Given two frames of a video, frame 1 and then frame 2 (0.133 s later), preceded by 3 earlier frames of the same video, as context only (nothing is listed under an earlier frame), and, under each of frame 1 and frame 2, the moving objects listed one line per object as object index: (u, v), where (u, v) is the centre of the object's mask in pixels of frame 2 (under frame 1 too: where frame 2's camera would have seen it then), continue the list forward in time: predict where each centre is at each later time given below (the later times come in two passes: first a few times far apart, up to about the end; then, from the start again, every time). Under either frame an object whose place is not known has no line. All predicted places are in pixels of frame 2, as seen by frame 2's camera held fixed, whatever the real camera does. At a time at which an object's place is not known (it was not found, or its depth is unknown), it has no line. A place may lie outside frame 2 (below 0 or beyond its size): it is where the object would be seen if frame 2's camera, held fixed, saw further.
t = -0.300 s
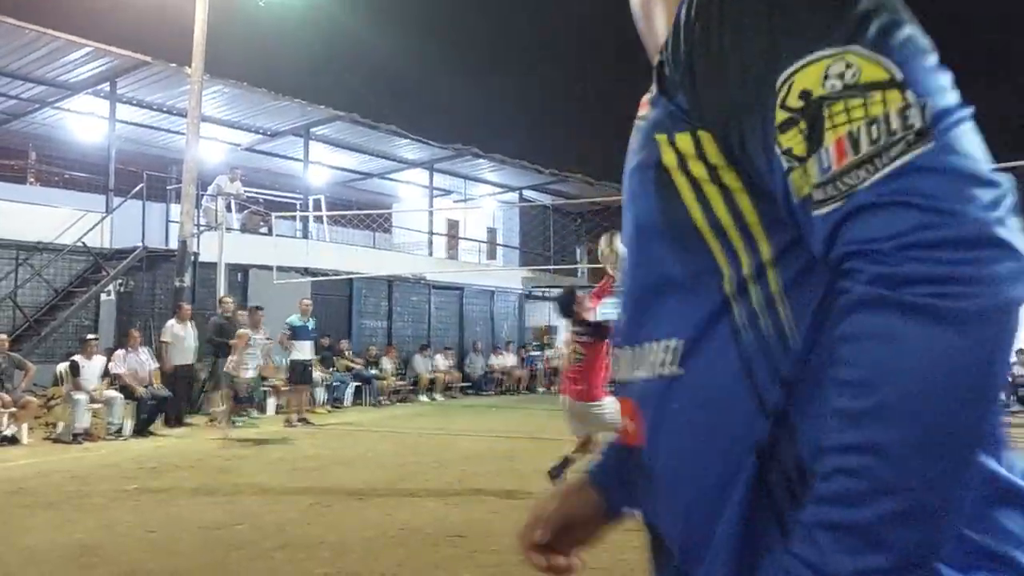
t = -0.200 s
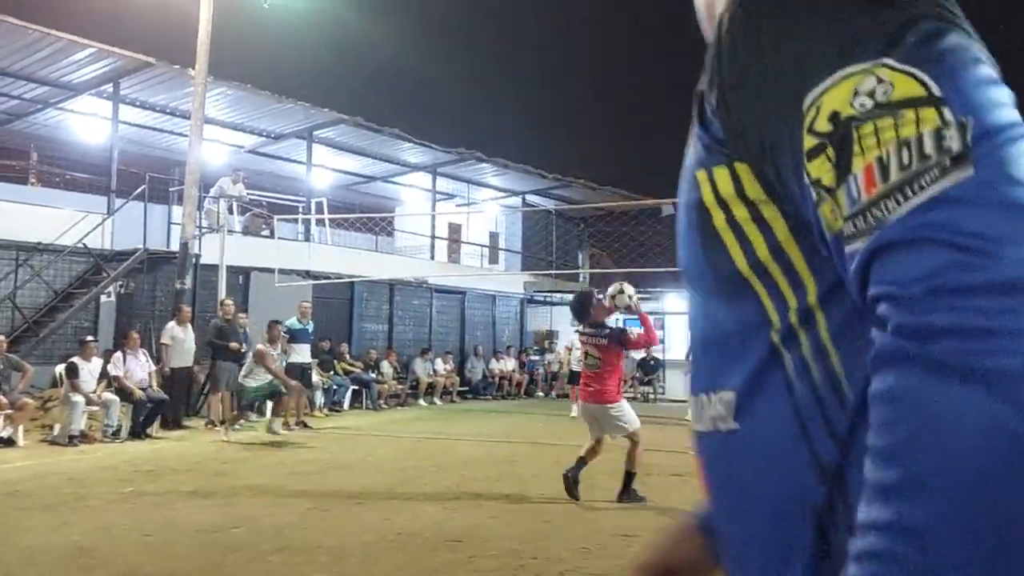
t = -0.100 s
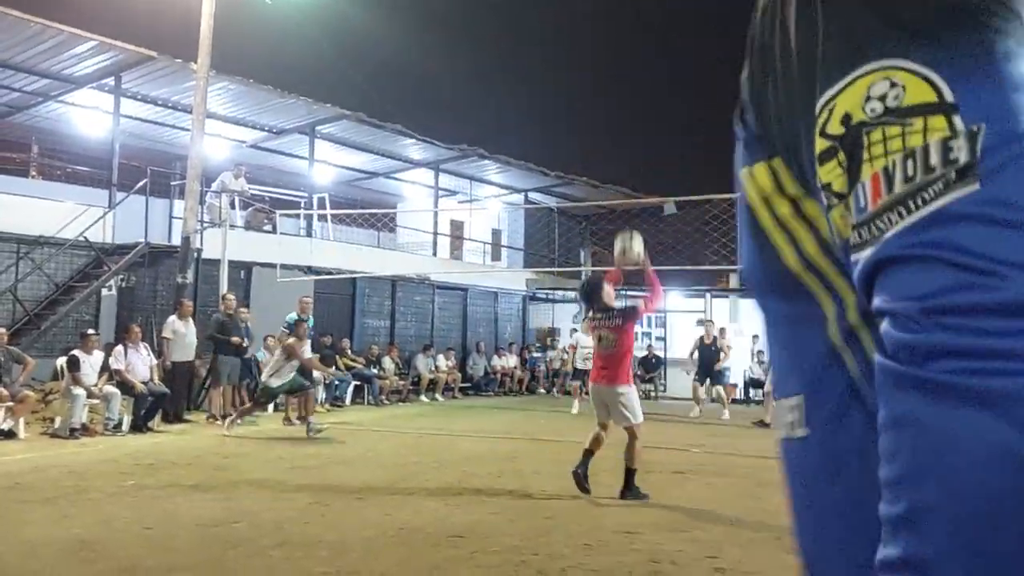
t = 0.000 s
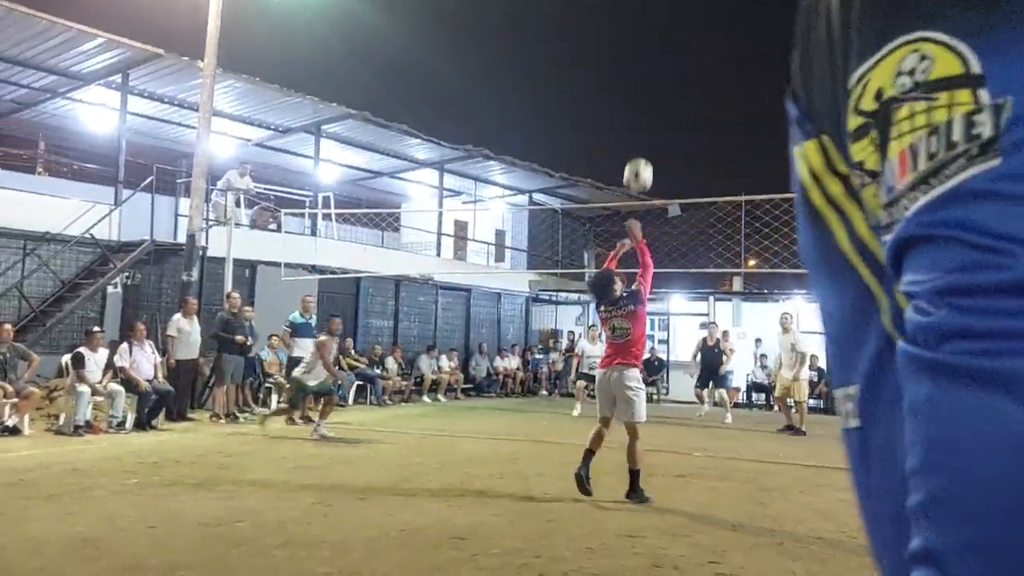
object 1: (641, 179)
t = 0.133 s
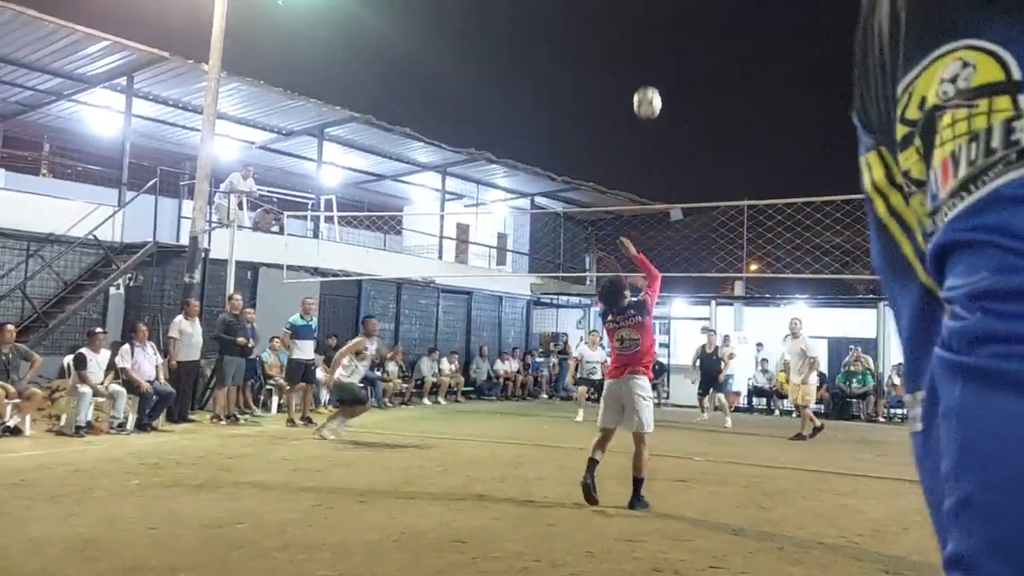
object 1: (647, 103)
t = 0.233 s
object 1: (652, 62)
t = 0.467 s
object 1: (660, 16)
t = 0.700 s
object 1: (667, 27)
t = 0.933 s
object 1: (670, 92)
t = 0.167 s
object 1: (648, 88)
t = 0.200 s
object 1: (650, 74)
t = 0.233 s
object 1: (652, 62)
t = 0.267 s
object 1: (653, 51)
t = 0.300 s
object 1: (655, 42)
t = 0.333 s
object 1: (656, 34)
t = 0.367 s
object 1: (657, 27)
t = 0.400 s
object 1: (659, 22)
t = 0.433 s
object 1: (660, 18)
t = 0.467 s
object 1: (660, 16)
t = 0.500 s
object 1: (662, 14)
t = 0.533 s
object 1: (662, 15)
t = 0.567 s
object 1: (663, 15)
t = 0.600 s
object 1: (664, 15)
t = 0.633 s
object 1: (665, 17)
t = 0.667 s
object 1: (666, 22)
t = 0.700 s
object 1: (667, 27)
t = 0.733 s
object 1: (667, 33)
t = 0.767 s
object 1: (668, 40)
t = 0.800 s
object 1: (669, 48)
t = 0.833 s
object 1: (669, 57)
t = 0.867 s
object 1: (670, 68)
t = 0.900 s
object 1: (670, 79)
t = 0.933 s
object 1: (670, 92)
